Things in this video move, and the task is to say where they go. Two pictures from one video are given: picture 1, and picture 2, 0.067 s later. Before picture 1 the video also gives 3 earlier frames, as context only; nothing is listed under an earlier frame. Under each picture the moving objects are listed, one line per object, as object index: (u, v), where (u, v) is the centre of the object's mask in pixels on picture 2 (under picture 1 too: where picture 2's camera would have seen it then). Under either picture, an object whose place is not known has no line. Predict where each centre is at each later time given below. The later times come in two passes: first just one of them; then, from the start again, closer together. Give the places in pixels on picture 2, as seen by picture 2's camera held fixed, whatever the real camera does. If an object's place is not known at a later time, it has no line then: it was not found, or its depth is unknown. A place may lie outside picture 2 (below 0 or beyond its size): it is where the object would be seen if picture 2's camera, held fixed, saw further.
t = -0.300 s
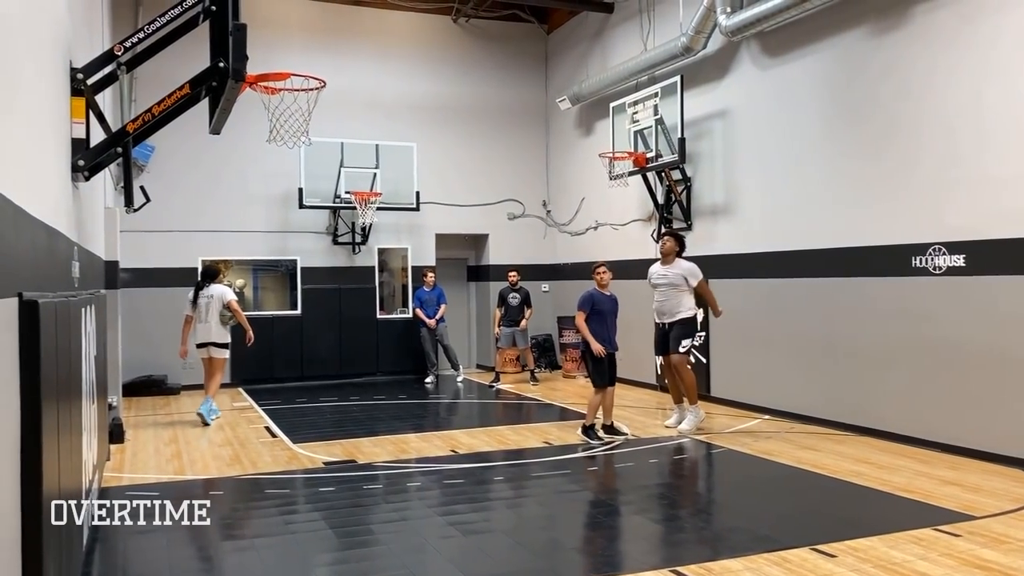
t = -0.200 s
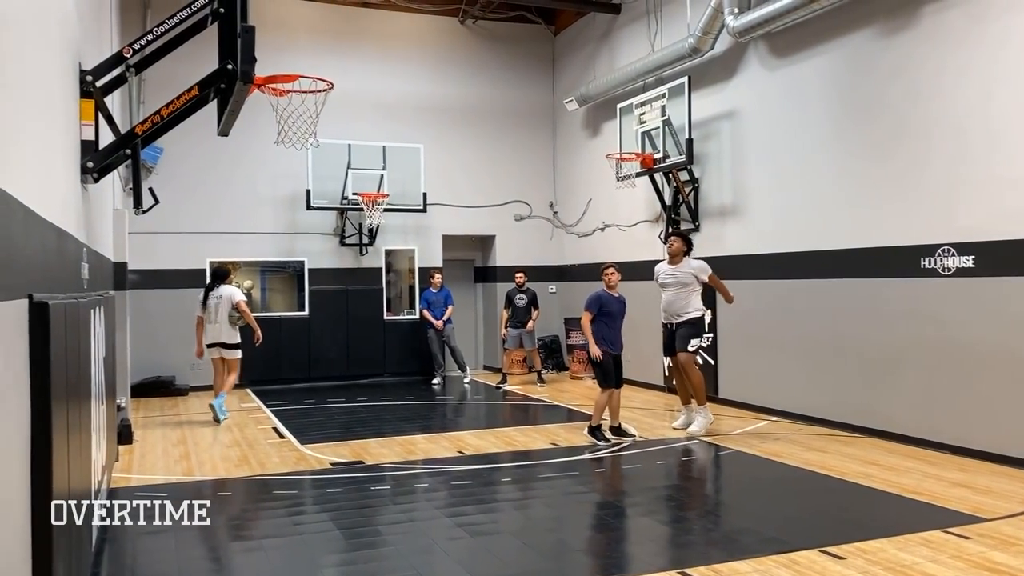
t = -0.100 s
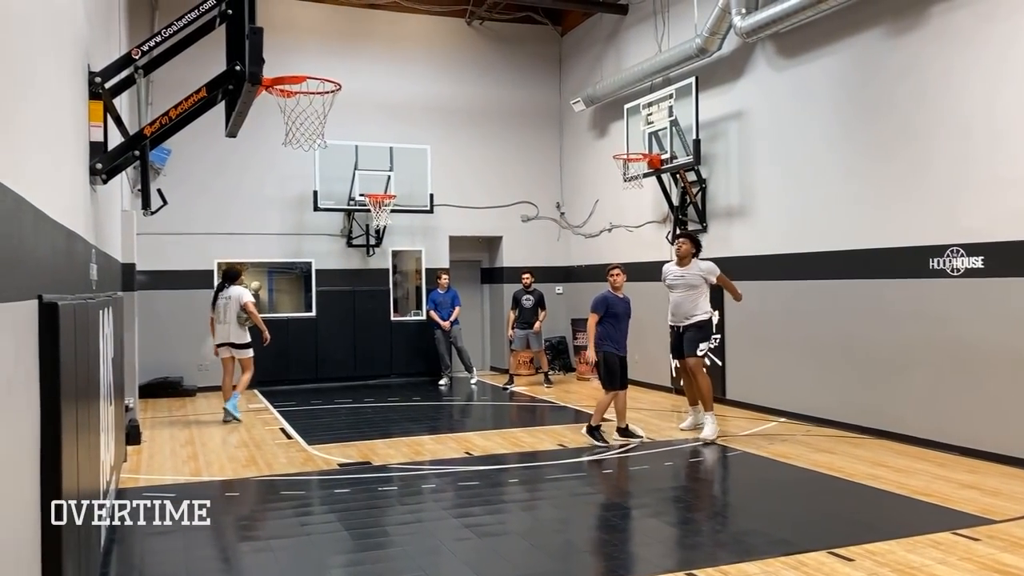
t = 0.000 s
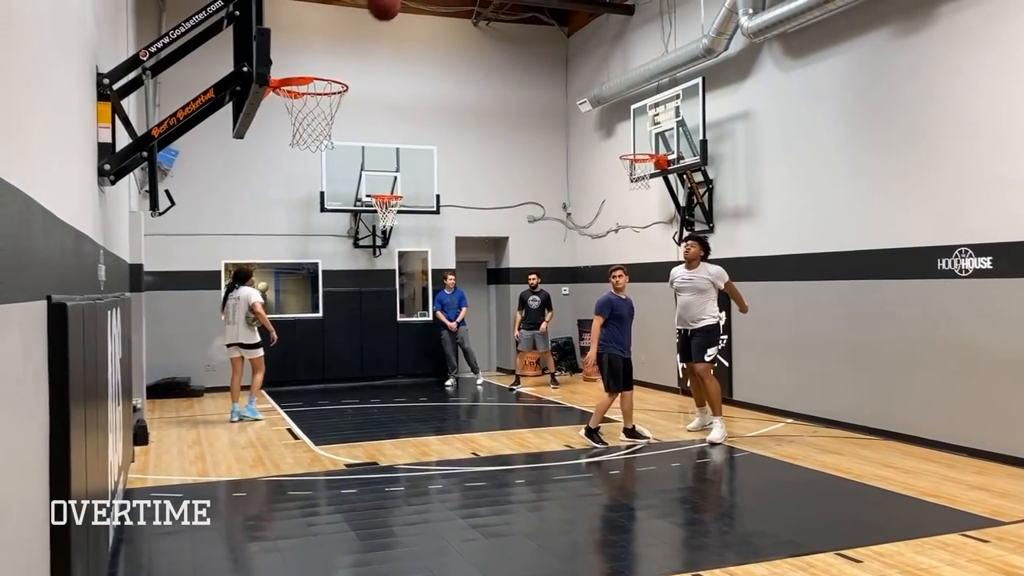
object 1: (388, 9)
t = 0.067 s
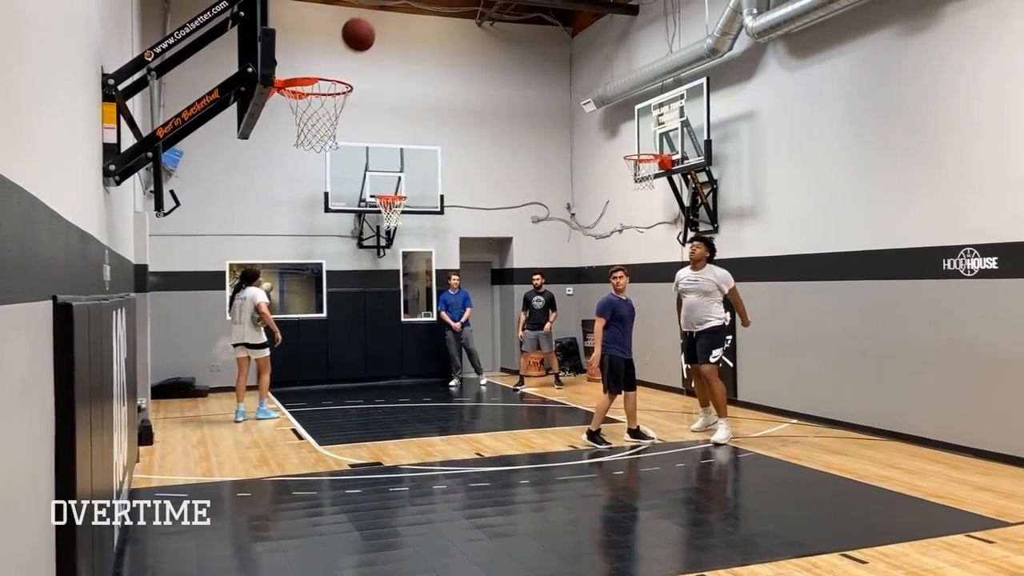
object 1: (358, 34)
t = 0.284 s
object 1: (275, 147)
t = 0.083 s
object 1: (351, 43)
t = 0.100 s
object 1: (343, 52)
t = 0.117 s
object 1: (335, 62)
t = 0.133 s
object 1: (328, 71)
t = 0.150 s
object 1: (321, 83)
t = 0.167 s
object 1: (312, 97)
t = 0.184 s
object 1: (303, 106)
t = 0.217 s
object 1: (290, 123)
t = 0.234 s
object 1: (286, 128)
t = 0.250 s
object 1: (283, 134)
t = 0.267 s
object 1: (279, 140)
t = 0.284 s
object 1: (275, 147)
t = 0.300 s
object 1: (271, 154)
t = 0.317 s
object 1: (267, 161)
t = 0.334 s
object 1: (263, 169)
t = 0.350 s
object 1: (259, 178)
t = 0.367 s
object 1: (255, 187)
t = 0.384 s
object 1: (251, 196)
